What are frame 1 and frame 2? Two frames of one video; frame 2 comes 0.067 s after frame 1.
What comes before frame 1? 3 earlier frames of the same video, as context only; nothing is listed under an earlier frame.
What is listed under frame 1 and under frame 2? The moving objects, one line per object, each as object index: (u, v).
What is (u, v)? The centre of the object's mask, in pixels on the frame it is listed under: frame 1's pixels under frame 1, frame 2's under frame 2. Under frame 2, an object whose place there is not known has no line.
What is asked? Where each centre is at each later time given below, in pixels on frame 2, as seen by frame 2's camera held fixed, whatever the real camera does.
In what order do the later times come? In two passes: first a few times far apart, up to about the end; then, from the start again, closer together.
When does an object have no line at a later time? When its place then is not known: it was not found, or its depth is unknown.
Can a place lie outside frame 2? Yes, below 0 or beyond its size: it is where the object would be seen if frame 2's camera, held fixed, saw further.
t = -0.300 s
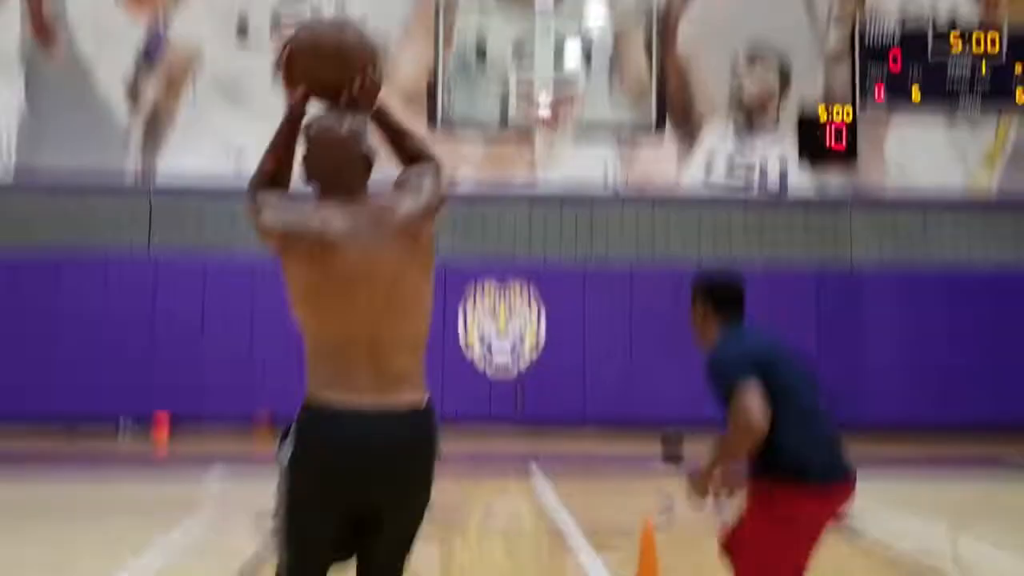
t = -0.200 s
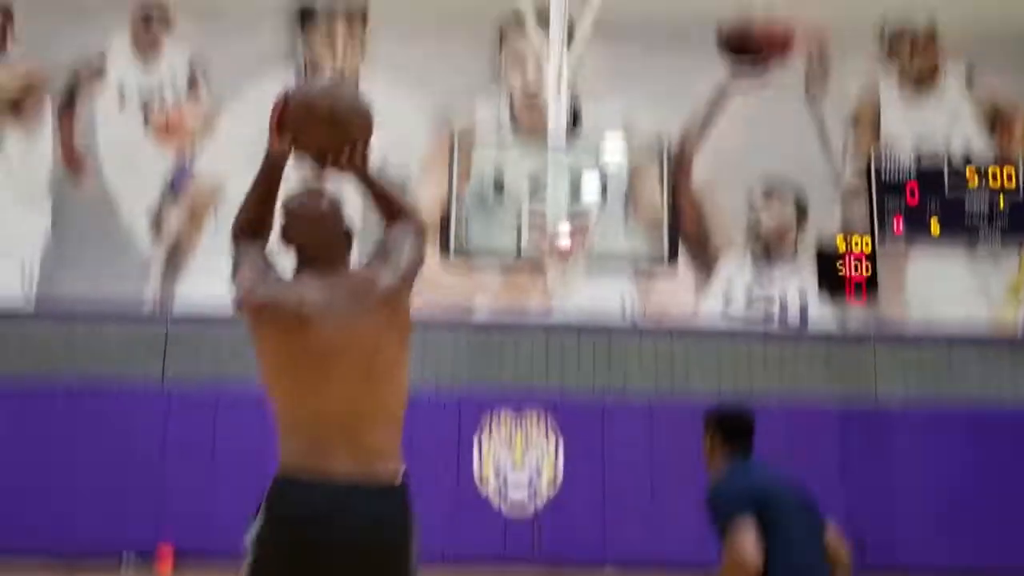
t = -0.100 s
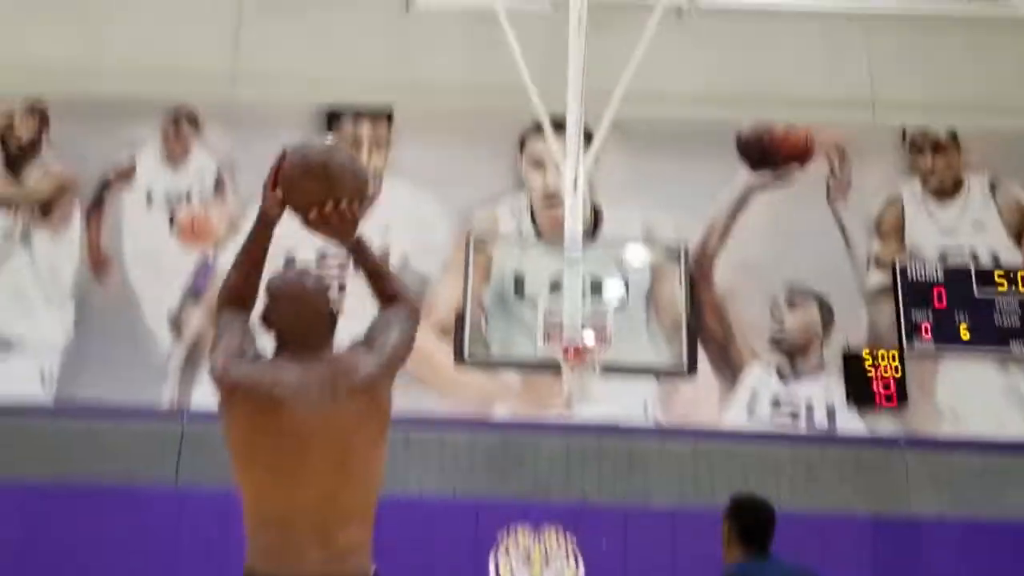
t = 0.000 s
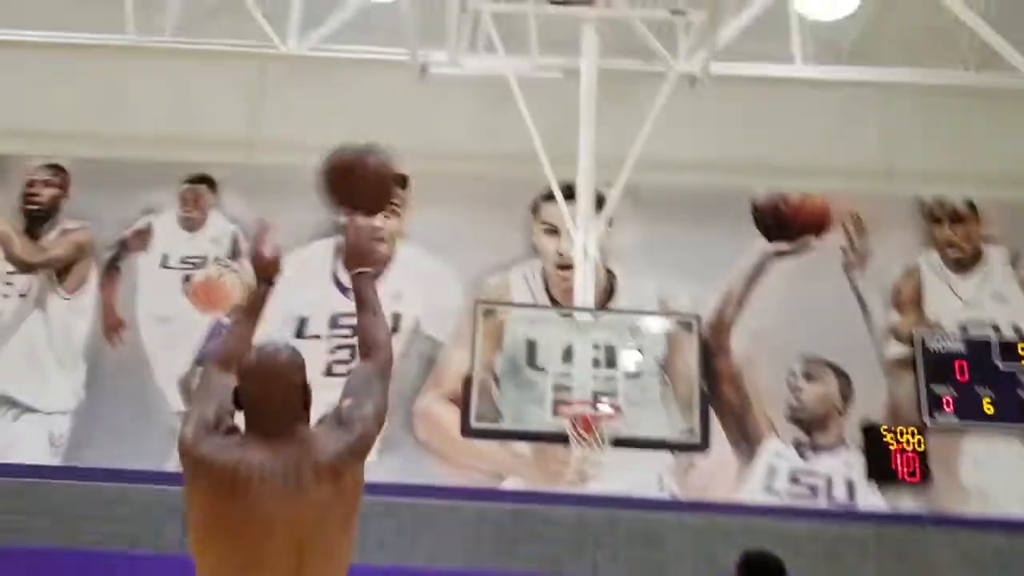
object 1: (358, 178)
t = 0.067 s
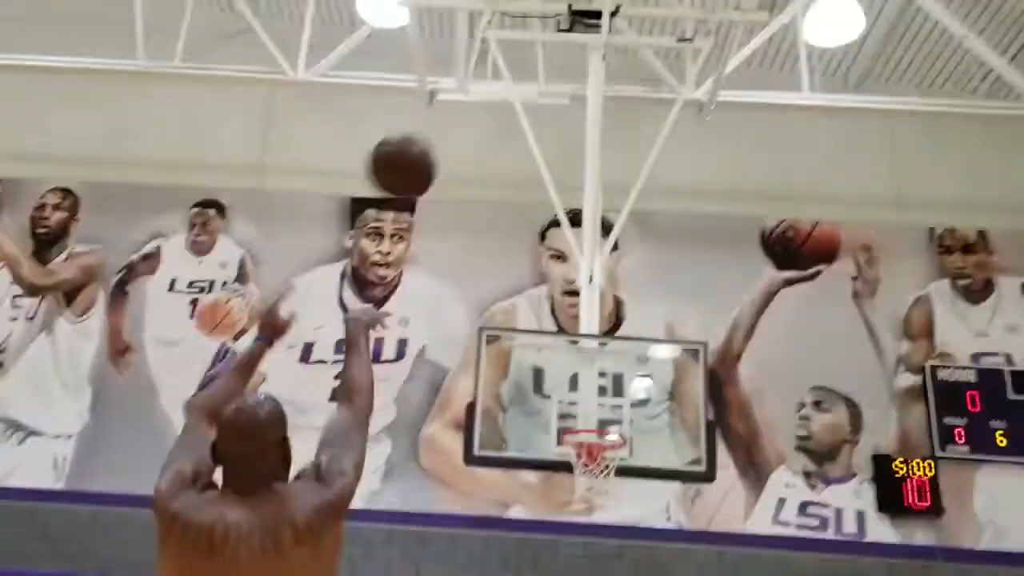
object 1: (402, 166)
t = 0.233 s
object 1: (464, 143)
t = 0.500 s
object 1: (527, 207)
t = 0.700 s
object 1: (555, 300)
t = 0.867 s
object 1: (574, 398)
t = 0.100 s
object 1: (417, 156)
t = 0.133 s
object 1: (430, 150)
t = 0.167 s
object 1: (442, 145)
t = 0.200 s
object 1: (454, 143)
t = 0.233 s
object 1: (464, 143)
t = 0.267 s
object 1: (474, 146)
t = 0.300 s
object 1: (483, 151)
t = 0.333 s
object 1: (492, 157)
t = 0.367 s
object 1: (499, 164)
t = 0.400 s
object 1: (507, 173)
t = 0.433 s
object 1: (513, 184)
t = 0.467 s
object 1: (520, 195)
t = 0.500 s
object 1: (527, 207)
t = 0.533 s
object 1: (533, 221)
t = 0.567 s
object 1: (537, 234)
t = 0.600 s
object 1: (542, 250)
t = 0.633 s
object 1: (547, 266)
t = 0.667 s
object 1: (551, 283)
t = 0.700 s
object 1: (555, 300)
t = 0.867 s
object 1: (574, 398)
